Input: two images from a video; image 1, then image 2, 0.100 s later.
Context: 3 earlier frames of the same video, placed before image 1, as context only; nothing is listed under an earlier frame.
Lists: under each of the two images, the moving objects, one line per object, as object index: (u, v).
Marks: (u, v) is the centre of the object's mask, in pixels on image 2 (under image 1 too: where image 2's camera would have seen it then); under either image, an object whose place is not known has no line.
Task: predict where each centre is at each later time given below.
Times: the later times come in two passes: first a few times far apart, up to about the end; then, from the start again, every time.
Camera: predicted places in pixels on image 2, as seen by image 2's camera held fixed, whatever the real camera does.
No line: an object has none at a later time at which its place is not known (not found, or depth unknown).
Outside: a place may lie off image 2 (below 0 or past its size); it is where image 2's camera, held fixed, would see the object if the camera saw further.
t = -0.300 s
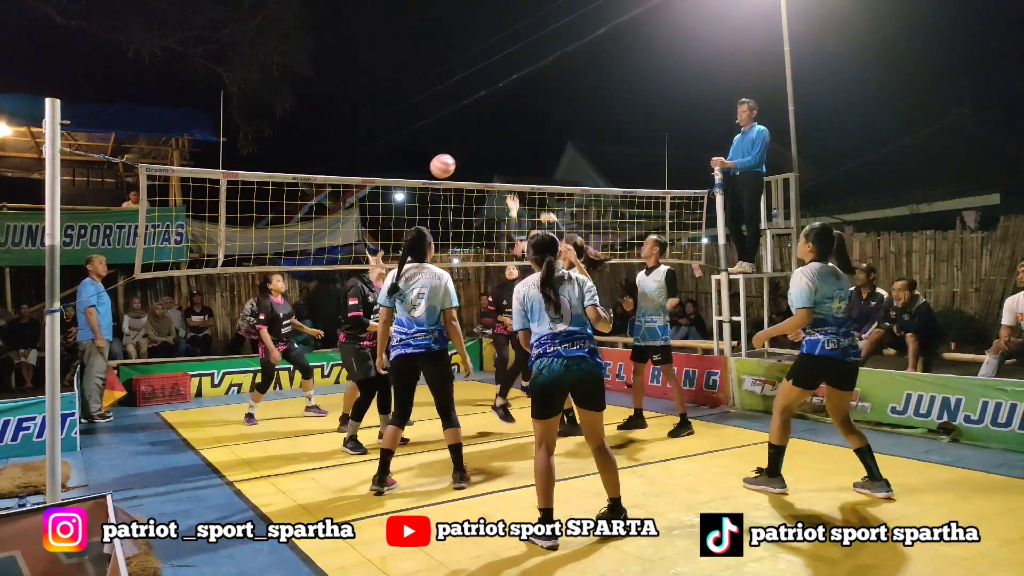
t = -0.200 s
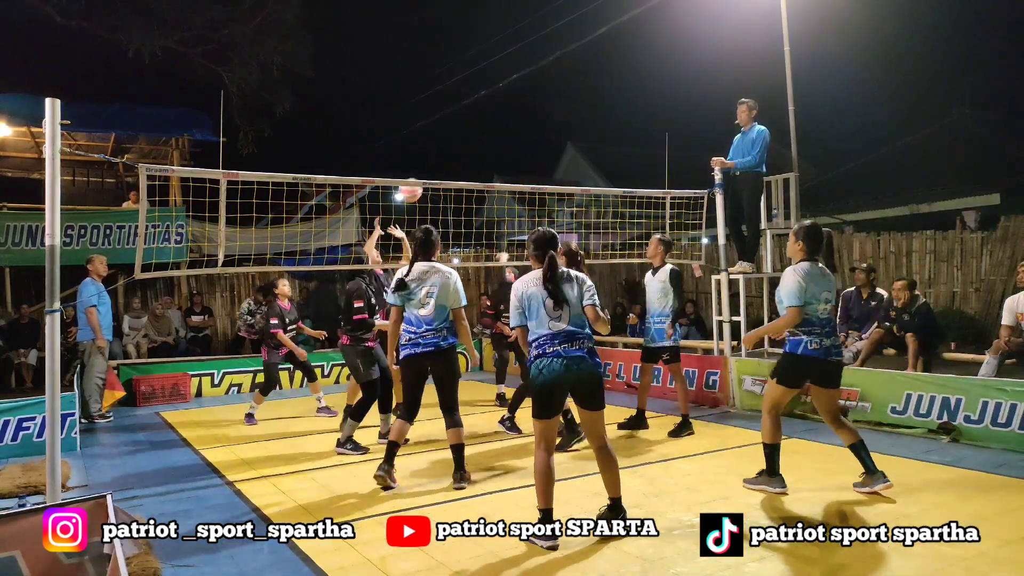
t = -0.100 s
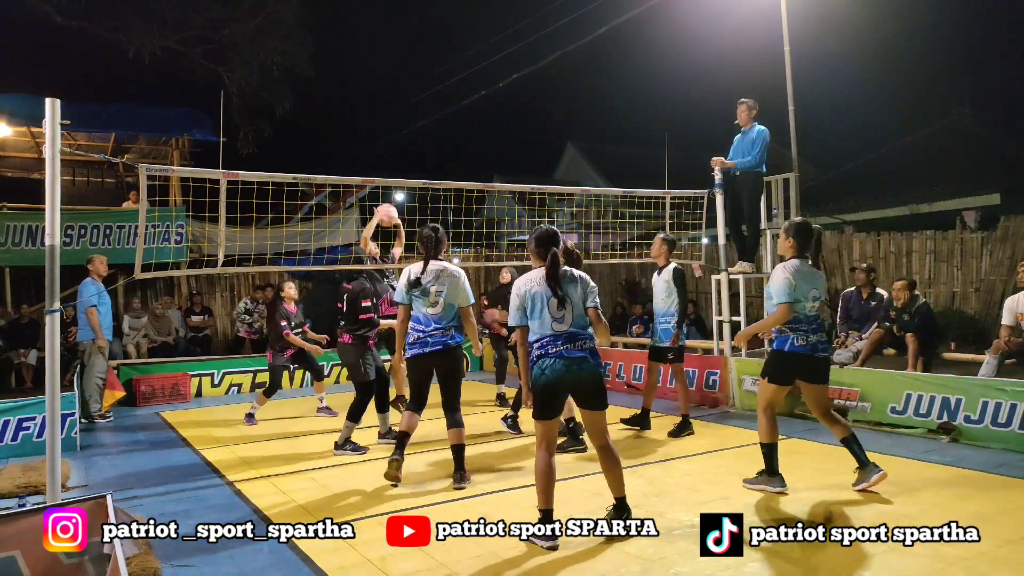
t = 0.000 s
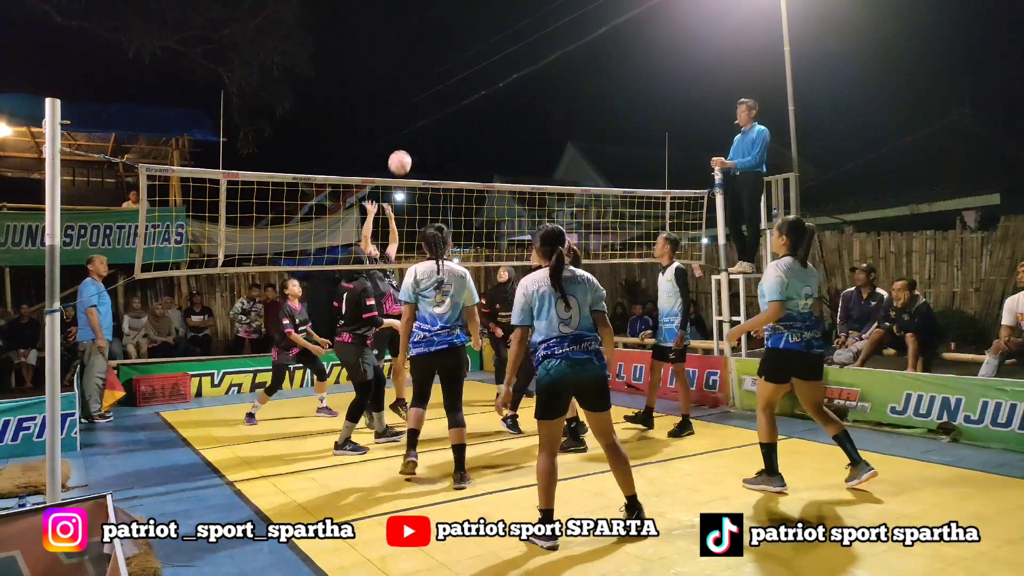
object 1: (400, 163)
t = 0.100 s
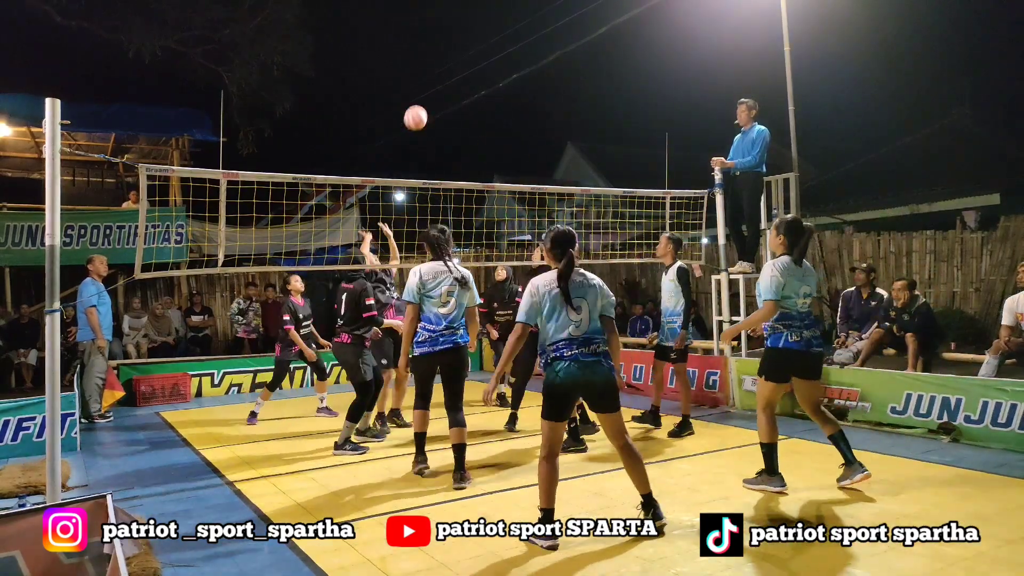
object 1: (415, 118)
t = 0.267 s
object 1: (442, 67)
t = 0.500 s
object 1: (478, 44)
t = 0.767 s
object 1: (521, 87)
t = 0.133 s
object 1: (421, 105)
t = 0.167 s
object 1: (426, 94)
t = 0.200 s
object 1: (431, 83)
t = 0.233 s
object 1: (437, 74)
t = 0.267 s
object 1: (442, 67)
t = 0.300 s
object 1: (447, 60)
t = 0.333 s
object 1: (452, 54)
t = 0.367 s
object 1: (457, 50)
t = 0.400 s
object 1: (463, 47)
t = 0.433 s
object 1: (468, 45)
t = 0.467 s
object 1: (473, 44)
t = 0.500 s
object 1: (478, 44)
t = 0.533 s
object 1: (484, 46)
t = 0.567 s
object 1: (489, 48)
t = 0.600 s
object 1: (494, 52)
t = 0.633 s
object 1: (500, 57)
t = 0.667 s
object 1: (505, 62)
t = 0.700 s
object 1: (511, 69)
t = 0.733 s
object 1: (516, 78)
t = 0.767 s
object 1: (521, 87)
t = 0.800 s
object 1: (527, 97)
